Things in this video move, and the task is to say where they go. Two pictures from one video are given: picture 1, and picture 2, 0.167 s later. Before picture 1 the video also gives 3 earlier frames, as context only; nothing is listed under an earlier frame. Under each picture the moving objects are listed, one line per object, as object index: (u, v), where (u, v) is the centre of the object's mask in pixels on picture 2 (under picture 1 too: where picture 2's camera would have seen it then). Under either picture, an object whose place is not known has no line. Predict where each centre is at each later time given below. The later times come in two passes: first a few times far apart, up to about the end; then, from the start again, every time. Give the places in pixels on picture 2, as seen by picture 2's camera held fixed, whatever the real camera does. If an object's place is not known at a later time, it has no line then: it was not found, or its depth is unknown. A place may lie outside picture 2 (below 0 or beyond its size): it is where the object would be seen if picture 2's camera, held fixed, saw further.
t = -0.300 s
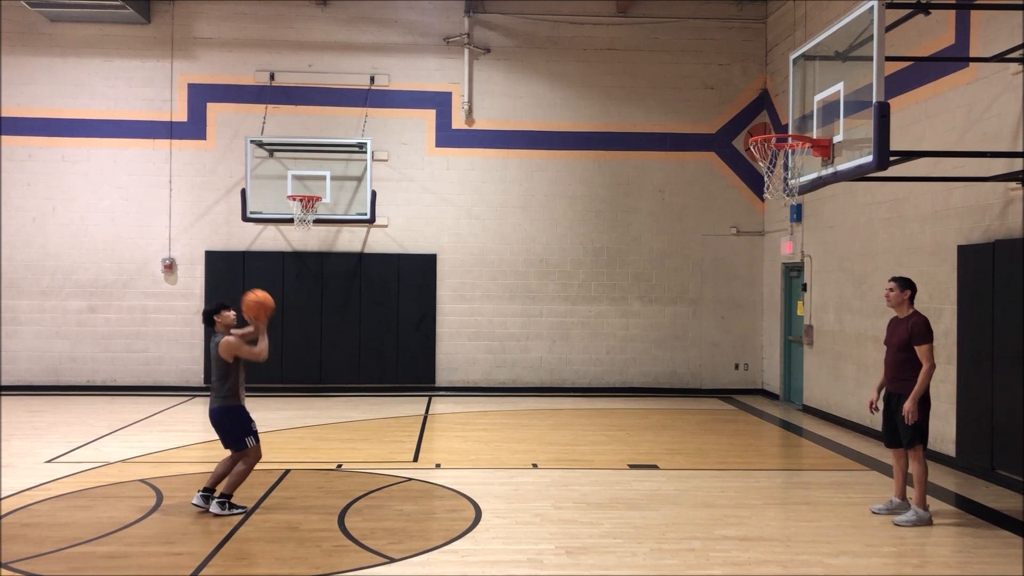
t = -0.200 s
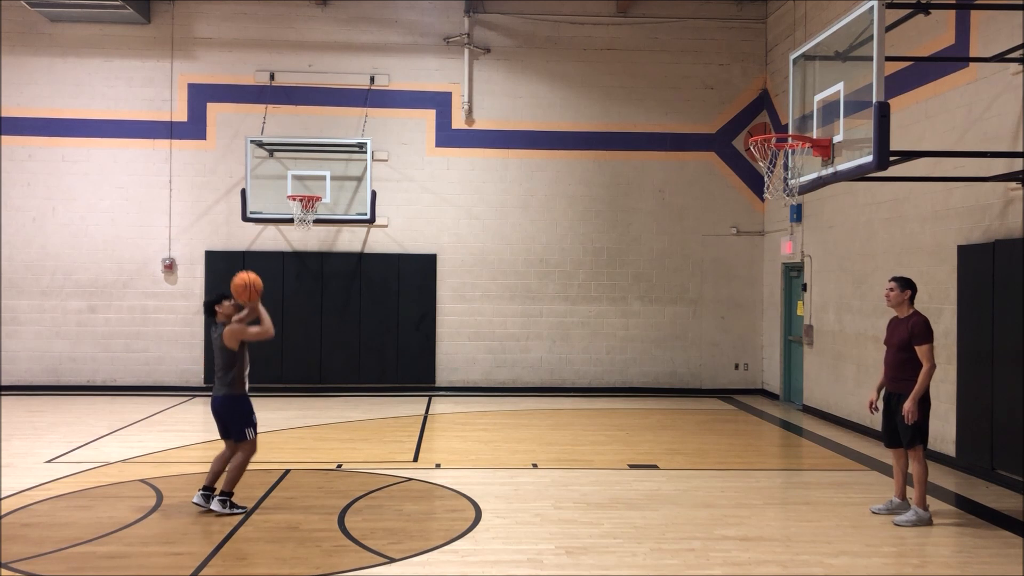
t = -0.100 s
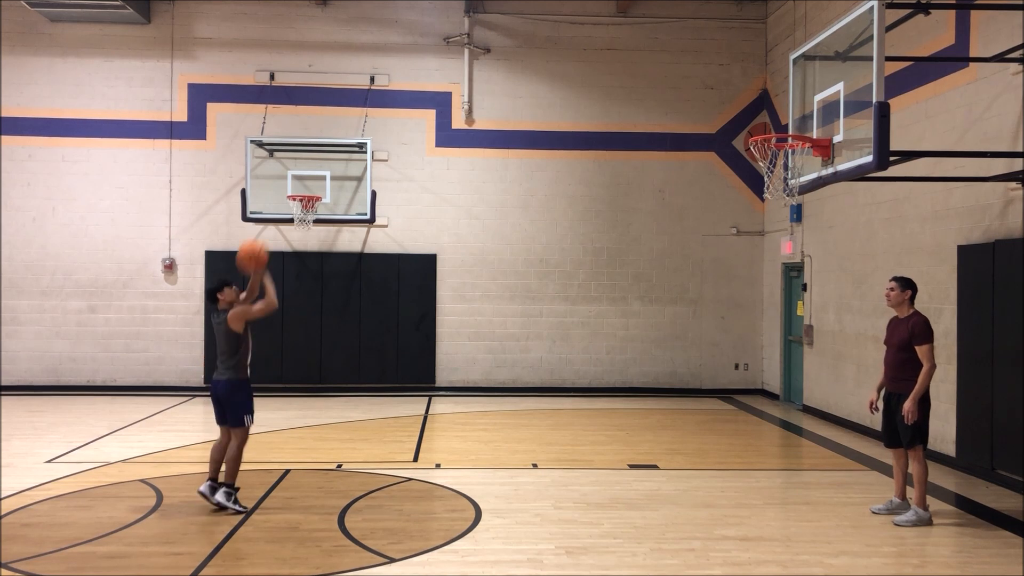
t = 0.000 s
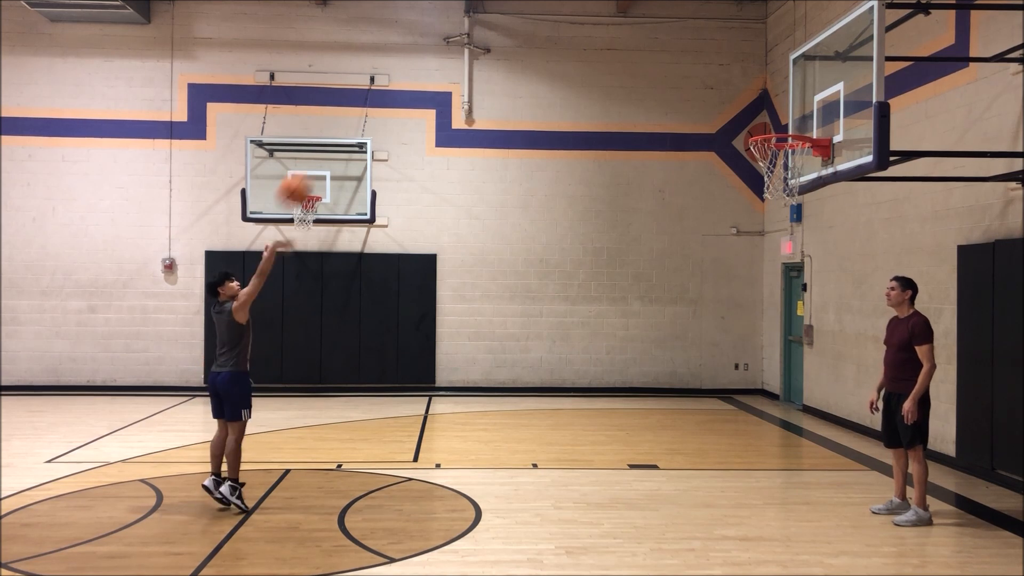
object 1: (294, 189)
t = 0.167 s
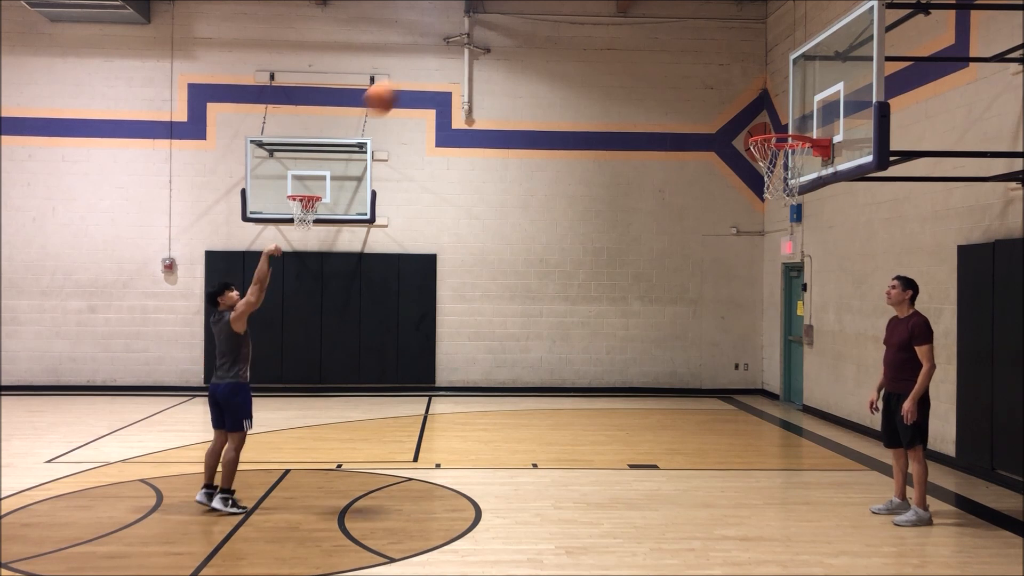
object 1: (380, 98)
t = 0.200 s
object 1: (399, 82)
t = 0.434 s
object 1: (514, 21)
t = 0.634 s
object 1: (611, 18)
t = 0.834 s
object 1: (707, 66)
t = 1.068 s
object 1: (807, 167)
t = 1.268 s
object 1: (792, 231)
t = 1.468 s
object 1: (764, 341)
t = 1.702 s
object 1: (737, 472)
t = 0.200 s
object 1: (399, 82)
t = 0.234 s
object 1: (416, 70)
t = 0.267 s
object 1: (432, 58)
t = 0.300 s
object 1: (448, 48)
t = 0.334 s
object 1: (465, 39)
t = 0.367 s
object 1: (482, 31)
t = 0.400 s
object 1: (498, 25)
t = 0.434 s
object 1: (514, 21)
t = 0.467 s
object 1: (530, 16)
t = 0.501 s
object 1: (546, 14)
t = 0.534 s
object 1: (562, 13)
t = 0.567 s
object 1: (579, 14)
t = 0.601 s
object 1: (595, 16)
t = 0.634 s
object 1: (611, 18)
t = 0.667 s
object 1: (628, 23)
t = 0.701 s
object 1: (643, 29)
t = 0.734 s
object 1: (659, 36)
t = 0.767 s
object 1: (675, 44)
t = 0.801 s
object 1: (691, 54)
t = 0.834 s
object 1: (707, 66)
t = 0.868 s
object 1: (722, 77)
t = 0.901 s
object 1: (737, 91)
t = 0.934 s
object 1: (752, 106)
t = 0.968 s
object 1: (768, 121)
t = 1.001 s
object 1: (785, 145)
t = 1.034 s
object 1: (799, 156)
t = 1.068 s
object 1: (807, 167)
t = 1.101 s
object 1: (811, 173)
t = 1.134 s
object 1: (810, 183)
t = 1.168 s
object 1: (805, 193)
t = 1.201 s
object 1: (800, 205)
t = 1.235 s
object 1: (796, 217)
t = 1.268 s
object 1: (792, 231)
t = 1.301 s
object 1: (787, 246)
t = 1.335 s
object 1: (782, 263)
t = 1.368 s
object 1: (777, 280)
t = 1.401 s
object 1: (773, 299)
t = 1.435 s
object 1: (769, 320)
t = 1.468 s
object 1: (764, 341)
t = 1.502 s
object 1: (761, 362)
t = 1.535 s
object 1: (756, 386)
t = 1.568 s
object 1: (753, 410)
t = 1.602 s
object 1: (749, 437)
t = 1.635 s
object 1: (746, 462)
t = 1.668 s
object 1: (741, 489)
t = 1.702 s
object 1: (737, 472)
